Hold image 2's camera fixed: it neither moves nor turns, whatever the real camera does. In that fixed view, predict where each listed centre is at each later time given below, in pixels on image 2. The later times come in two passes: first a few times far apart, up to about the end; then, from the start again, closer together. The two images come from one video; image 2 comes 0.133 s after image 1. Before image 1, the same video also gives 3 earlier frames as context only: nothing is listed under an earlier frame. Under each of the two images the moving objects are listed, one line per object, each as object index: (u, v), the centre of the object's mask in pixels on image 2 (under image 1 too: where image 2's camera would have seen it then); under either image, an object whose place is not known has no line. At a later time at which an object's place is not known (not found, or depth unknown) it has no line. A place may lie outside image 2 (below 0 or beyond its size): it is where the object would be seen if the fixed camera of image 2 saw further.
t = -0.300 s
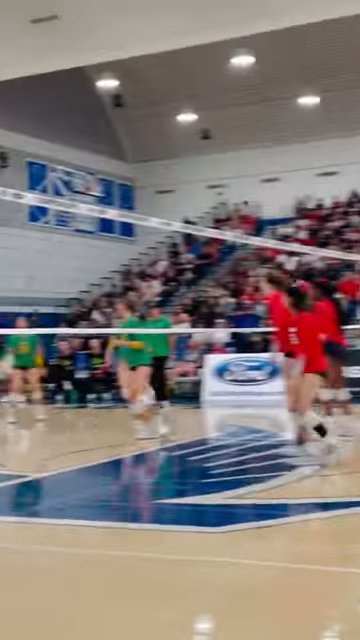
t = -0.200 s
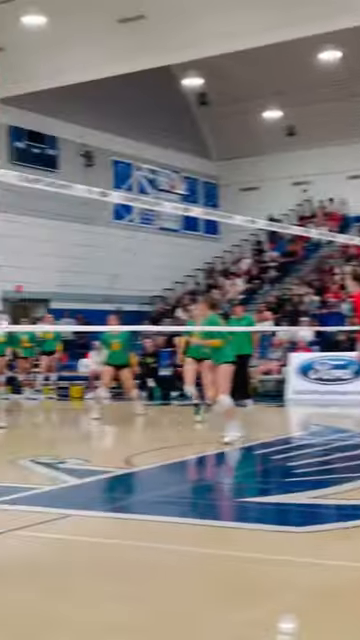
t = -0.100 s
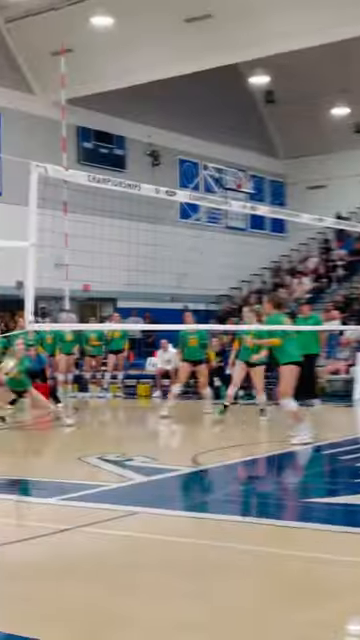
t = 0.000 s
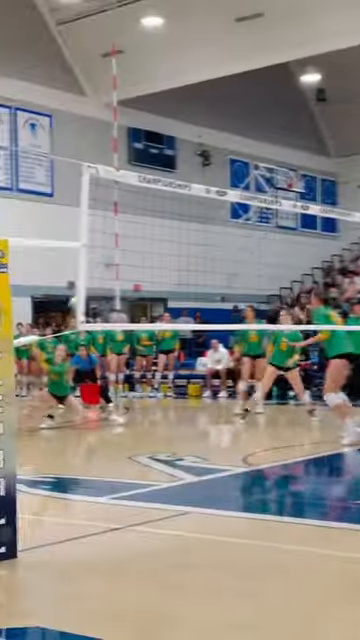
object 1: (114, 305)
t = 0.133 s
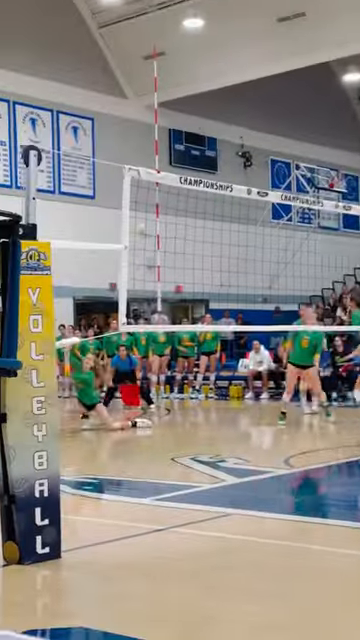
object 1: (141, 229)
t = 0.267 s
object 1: (167, 165)
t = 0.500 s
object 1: (214, 81)
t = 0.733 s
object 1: (262, 37)
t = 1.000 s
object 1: (321, 36)
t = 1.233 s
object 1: (375, 87)
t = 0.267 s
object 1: (167, 165)
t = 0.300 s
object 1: (175, 151)
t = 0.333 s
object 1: (180, 139)
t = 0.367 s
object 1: (187, 125)
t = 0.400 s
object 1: (194, 113)
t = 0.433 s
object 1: (200, 103)
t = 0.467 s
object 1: (205, 93)
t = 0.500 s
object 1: (214, 81)
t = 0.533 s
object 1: (220, 72)
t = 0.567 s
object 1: (229, 66)
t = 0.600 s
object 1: (234, 58)
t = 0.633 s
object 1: (241, 50)
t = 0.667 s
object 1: (248, 46)
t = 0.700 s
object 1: (254, 41)
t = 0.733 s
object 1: (262, 37)
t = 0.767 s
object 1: (269, 34)
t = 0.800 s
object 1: (277, 31)
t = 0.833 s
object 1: (284, 31)
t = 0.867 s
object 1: (293, 30)
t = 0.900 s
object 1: (299, 31)
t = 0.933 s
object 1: (305, 32)
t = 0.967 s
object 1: (313, 34)
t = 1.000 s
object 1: (321, 36)
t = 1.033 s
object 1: (330, 41)
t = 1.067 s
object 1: (336, 45)
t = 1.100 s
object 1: (345, 54)
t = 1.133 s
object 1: (353, 61)
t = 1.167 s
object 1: (361, 68)
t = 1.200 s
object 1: (369, 76)
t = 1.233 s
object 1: (375, 87)
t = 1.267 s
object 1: (385, 98)
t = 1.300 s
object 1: (392, 110)
